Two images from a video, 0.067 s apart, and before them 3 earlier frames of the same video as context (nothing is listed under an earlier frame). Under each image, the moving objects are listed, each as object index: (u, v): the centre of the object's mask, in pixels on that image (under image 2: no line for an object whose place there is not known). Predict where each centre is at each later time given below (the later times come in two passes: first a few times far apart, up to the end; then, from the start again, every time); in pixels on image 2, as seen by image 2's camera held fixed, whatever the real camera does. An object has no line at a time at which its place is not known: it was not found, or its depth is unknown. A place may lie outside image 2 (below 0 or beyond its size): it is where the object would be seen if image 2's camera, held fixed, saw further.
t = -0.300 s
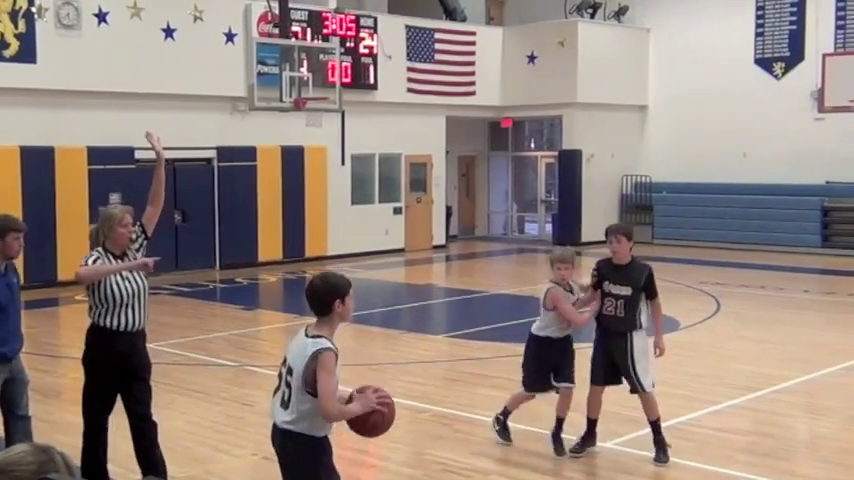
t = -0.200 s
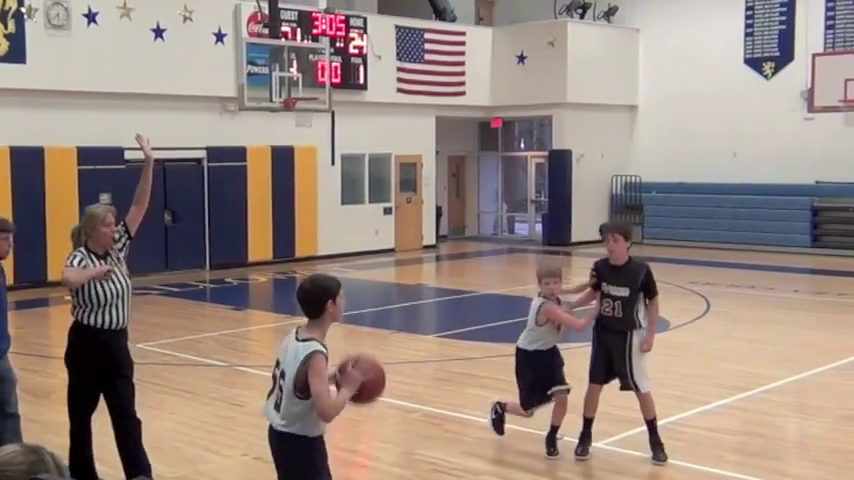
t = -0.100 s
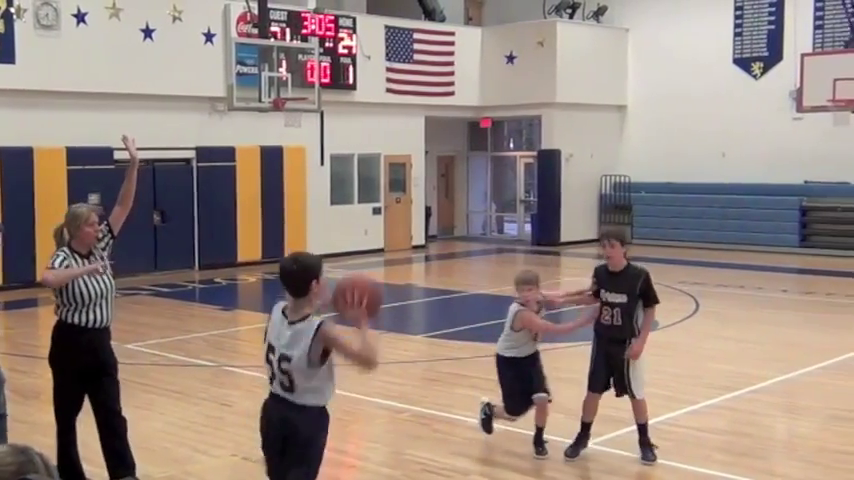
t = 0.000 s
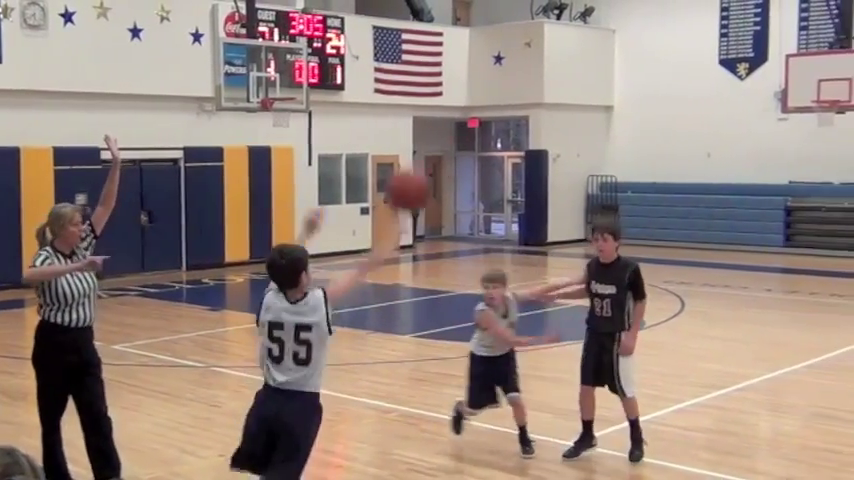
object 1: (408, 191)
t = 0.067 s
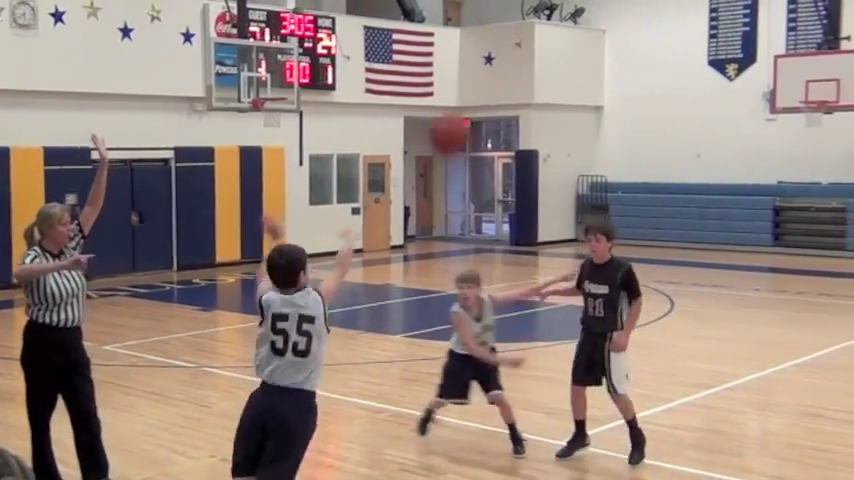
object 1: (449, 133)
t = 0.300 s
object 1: (579, 32)
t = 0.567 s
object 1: (674, 32)
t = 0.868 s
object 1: (738, 118)
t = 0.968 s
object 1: (753, 159)
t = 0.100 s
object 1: (472, 111)
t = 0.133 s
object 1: (494, 91)
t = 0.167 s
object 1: (514, 74)
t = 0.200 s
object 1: (531, 60)
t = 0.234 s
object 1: (548, 49)
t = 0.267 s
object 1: (565, 40)
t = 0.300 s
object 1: (579, 32)
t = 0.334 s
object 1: (594, 27)
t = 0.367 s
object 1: (607, 23)
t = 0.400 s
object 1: (619, 21)
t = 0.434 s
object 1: (632, 21)
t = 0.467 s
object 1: (643, 22)
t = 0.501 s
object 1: (654, 24)
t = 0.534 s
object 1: (664, 28)
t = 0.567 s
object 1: (674, 32)
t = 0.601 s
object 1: (683, 38)
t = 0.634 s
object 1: (692, 45)
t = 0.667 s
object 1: (699, 53)
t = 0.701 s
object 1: (708, 63)
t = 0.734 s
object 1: (715, 72)
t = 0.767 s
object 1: (721, 82)
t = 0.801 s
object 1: (727, 94)
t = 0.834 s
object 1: (733, 106)
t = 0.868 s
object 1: (738, 118)
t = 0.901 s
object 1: (743, 131)
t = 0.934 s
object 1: (748, 145)
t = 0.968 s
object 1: (753, 159)
